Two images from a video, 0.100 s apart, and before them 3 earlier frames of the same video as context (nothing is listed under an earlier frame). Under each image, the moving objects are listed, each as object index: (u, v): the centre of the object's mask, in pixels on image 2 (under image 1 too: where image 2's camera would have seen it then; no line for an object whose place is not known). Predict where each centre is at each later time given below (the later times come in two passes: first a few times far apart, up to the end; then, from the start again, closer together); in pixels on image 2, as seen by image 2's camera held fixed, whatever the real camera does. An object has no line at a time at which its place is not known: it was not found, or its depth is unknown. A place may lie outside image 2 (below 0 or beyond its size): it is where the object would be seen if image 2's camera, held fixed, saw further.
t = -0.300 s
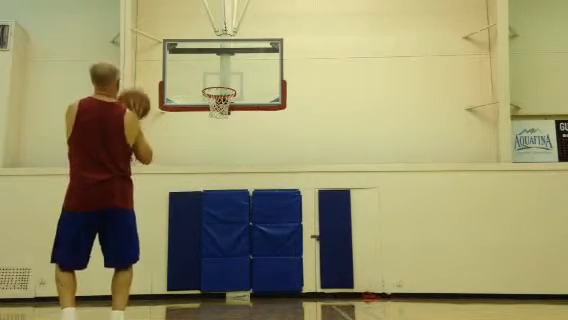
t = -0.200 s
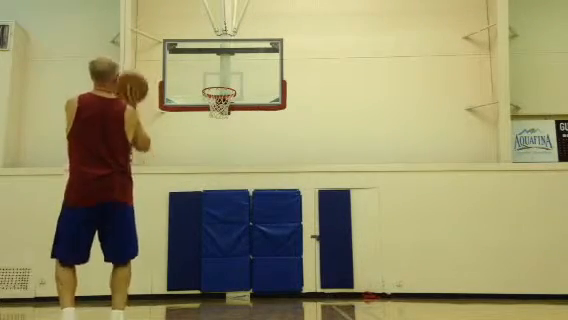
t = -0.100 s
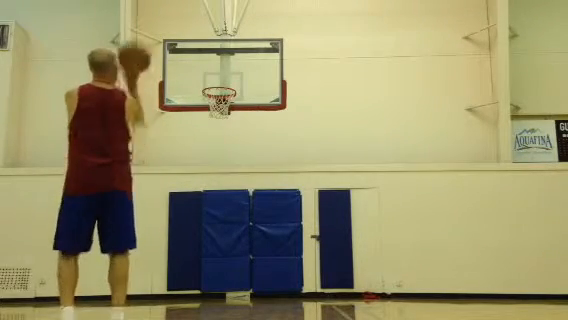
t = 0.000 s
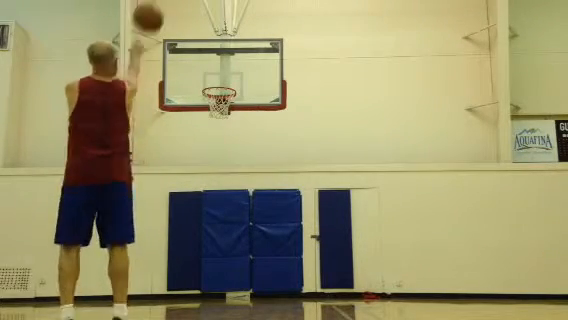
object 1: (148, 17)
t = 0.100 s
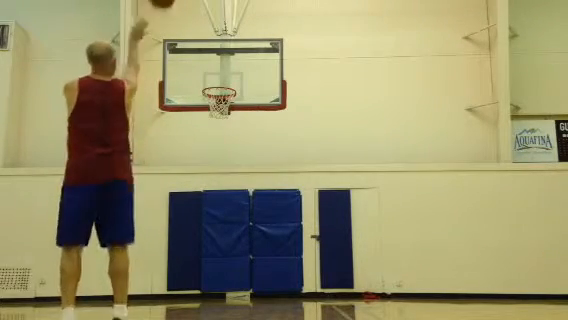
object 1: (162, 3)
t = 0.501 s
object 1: (196, 7)
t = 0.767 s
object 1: (210, 68)
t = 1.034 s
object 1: (231, 135)
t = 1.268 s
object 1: (250, 216)
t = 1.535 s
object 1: (273, 248)
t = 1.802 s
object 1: (286, 181)
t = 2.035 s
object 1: (299, 159)
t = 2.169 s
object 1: (308, 166)
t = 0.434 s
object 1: (192, 2)
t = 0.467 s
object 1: (194, 5)
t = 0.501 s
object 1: (196, 7)
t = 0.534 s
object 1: (198, 12)
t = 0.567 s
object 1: (199, 18)
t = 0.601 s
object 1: (201, 26)
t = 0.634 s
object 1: (203, 33)
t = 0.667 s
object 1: (205, 41)
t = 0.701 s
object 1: (207, 50)
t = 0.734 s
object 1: (209, 59)
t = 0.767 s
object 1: (210, 68)
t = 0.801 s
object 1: (211, 78)
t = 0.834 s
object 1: (214, 88)
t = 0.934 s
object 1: (222, 117)
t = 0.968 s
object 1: (225, 120)
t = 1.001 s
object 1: (227, 127)
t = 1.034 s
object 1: (231, 135)
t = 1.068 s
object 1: (234, 145)
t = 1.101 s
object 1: (236, 155)
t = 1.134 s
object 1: (240, 166)
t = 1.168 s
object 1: (243, 178)
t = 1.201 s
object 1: (246, 190)
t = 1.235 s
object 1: (249, 206)
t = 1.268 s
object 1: (250, 216)
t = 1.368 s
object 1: (262, 274)
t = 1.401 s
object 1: (264, 293)
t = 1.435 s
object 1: (264, 294)
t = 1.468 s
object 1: (269, 274)
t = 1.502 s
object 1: (272, 262)
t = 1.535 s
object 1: (273, 248)
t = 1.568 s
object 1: (275, 237)
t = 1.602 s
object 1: (277, 228)
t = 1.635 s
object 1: (279, 216)
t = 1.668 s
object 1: (280, 208)
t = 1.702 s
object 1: (280, 202)
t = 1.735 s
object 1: (281, 195)
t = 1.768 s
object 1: (284, 187)
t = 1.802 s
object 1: (286, 181)
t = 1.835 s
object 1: (288, 175)
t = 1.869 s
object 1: (290, 171)
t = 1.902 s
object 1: (291, 167)
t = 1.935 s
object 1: (293, 164)
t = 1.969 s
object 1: (295, 162)
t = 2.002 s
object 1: (297, 160)
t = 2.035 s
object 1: (299, 159)
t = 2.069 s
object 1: (301, 160)
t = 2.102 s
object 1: (303, 161)
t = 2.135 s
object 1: (305, 163)
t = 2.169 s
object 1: (308, 166)
